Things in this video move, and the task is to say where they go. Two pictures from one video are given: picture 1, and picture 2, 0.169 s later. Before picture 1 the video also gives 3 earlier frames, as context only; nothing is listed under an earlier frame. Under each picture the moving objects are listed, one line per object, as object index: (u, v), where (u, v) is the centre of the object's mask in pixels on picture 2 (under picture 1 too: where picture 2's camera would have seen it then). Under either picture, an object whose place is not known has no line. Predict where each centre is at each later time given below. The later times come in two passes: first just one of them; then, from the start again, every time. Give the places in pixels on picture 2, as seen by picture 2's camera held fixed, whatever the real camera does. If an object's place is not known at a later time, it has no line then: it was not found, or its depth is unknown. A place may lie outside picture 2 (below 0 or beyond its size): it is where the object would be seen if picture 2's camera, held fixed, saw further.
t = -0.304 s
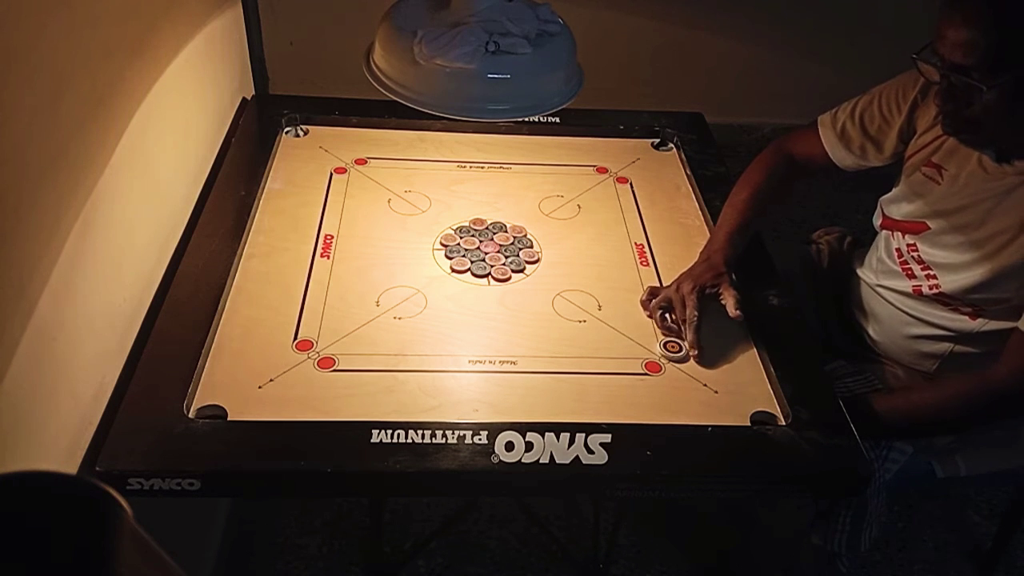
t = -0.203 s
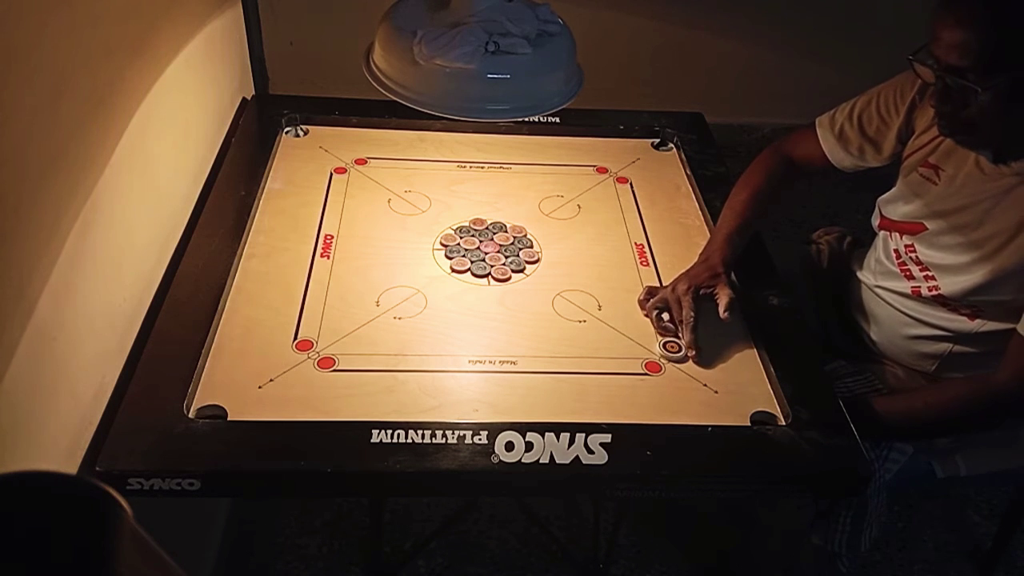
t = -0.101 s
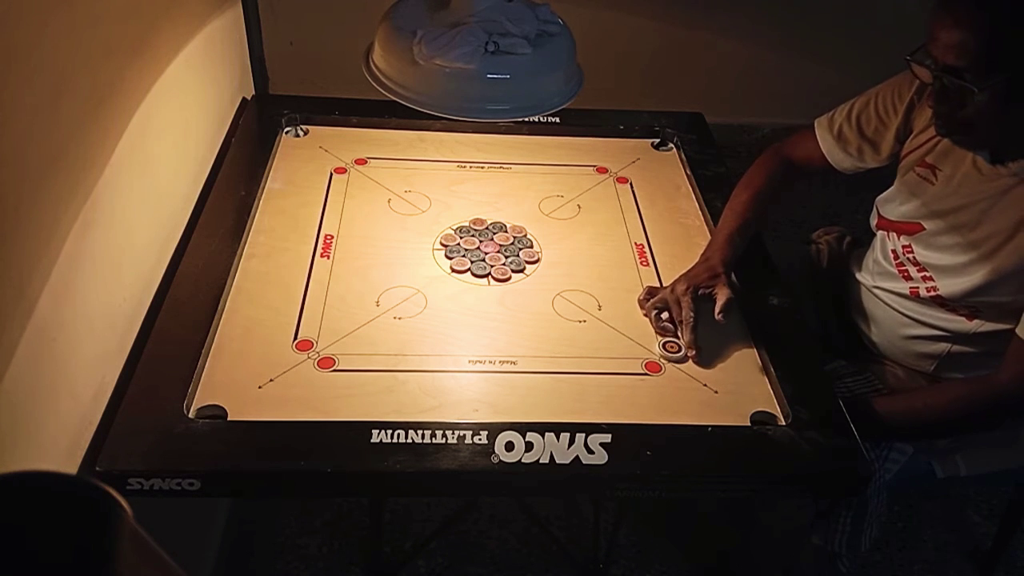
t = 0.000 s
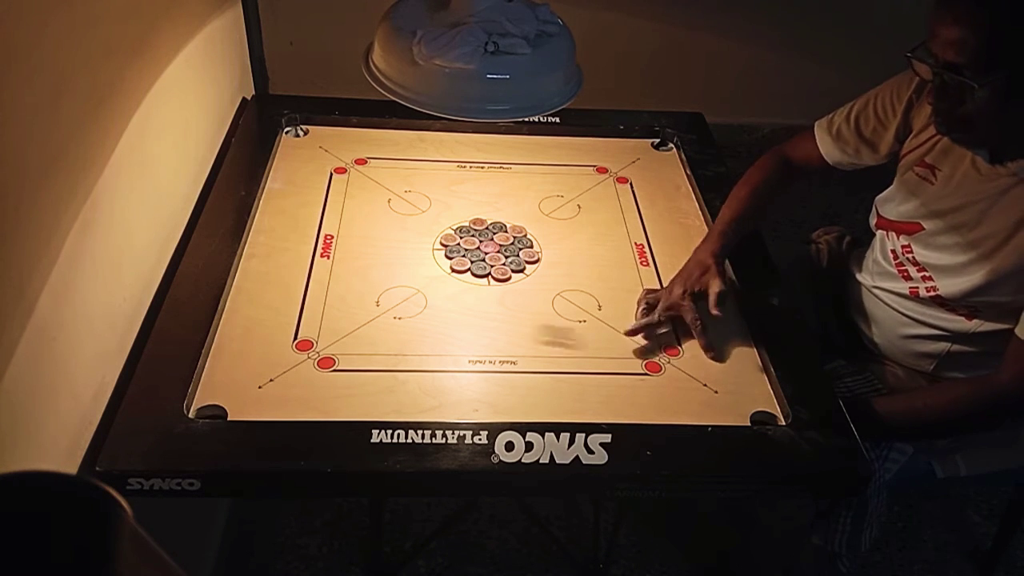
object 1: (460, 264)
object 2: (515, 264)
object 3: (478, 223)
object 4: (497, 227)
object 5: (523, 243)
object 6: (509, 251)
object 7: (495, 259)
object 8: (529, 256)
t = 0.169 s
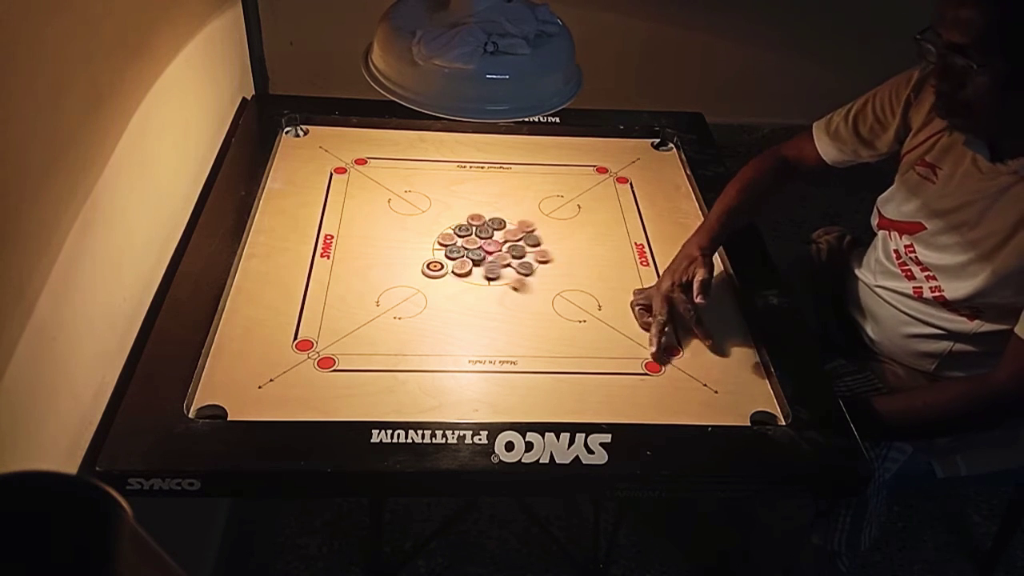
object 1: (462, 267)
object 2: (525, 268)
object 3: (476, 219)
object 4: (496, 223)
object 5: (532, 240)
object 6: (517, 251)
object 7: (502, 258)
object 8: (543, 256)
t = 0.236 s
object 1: (470, 286)
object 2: (565, 286)
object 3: (468, 201)
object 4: (493, 205)
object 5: (567, 224)
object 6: (545, 249)
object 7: (528, 255)
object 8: (597, 256)
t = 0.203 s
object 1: (467, 274)
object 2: (545, 277)
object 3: (472, 210)
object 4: (495, 214)
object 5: (550, 232)
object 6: (531, 250)
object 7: (515, 257)
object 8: (570, 256)
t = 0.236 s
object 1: (470, 286)
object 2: (565, 286)
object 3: (468, 201)
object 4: (493, 205)
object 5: (567, 224)
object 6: (545, 249)
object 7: (528, 255)
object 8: (597, 256)
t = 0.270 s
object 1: (475, 294)
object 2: (583, 294)
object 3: (464, 193)
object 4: (491, 198)
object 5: (584, 216)
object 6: (558, 248)
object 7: (540, 254)
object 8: (624, 256)
